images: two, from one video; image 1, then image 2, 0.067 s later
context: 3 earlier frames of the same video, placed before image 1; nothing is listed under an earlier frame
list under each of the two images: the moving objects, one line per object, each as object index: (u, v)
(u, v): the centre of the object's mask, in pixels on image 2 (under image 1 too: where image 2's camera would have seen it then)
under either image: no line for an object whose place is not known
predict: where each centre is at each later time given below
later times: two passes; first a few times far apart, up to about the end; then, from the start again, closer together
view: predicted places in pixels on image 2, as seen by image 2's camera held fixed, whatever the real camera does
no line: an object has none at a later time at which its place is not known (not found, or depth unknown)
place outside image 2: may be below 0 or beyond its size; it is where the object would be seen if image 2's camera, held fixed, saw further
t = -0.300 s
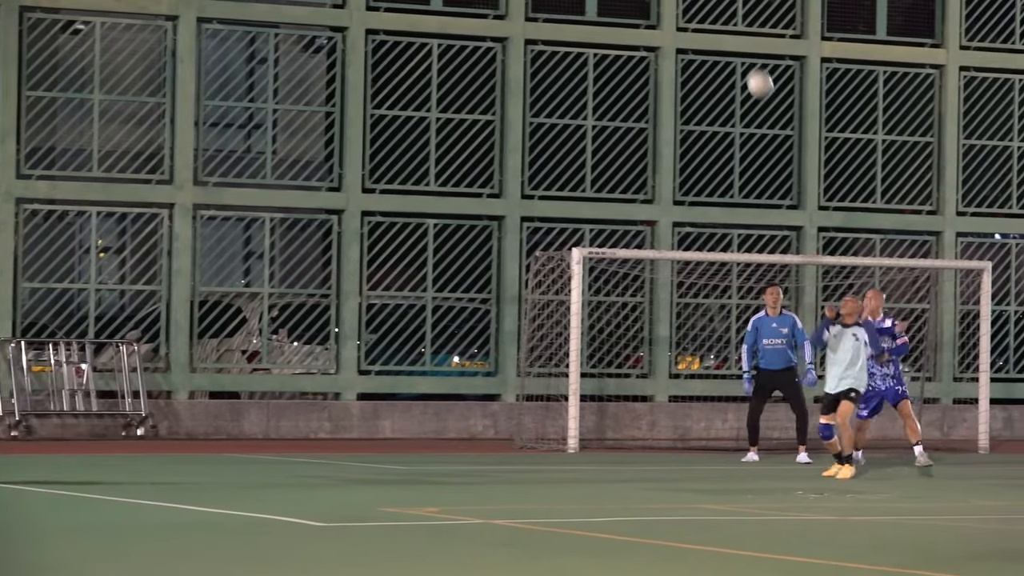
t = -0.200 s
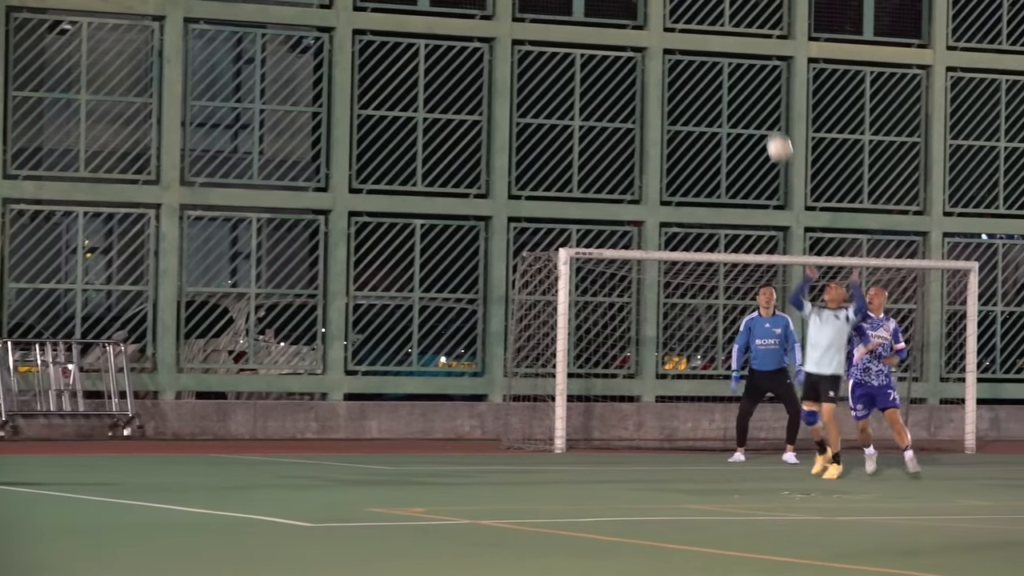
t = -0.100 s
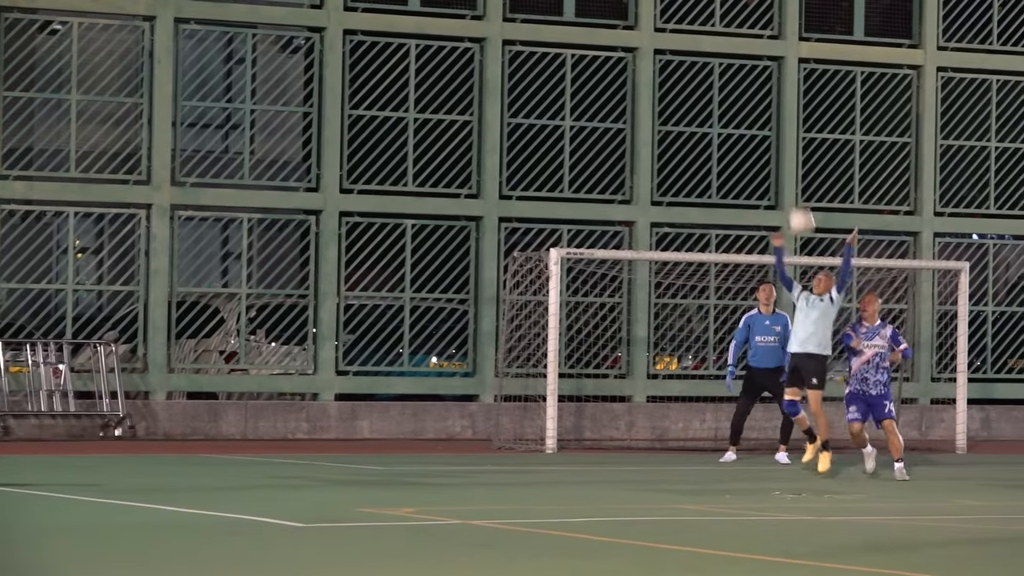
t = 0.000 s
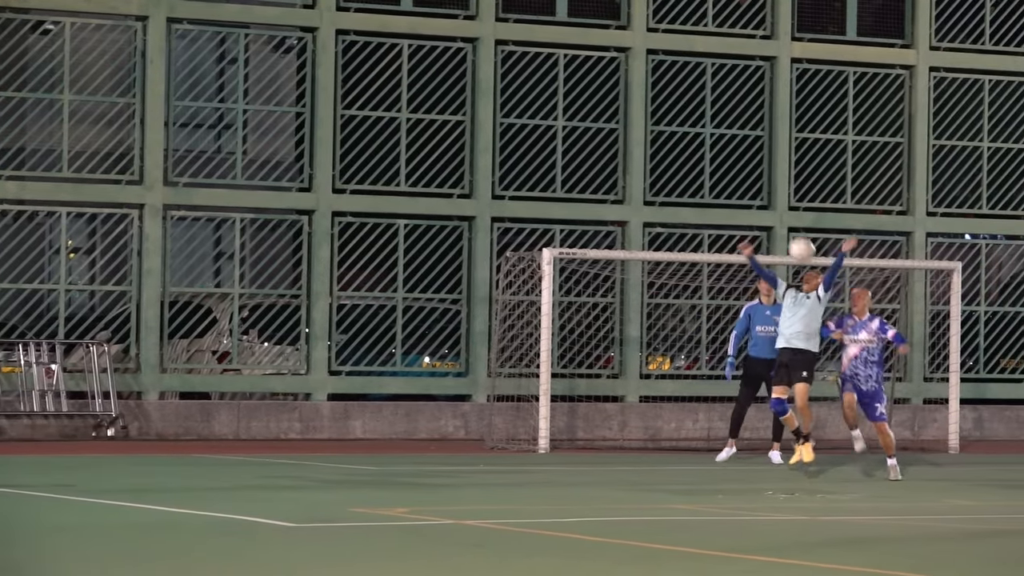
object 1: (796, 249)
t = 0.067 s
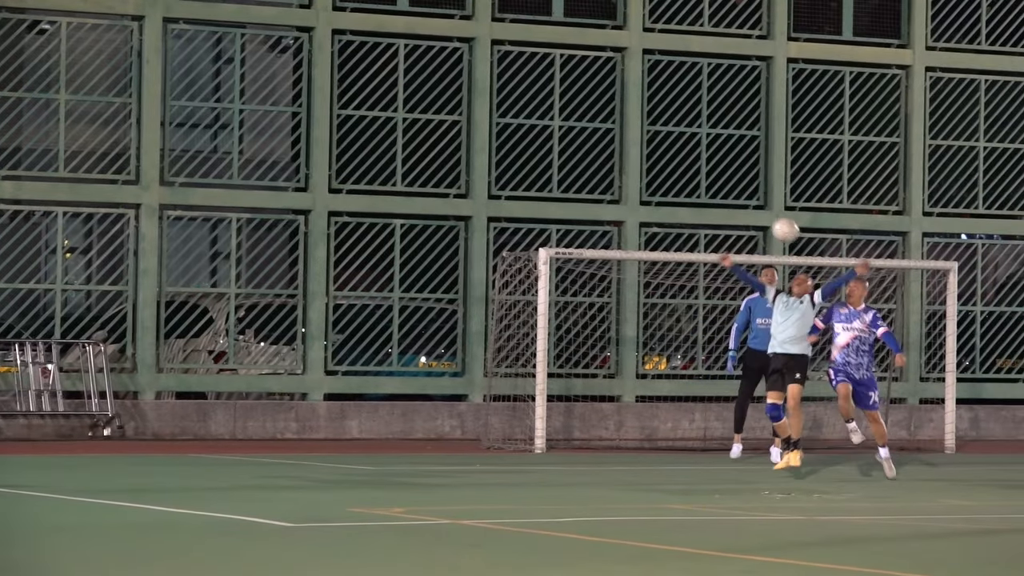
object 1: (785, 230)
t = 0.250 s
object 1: (748, 201)
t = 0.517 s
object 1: (688, 237)
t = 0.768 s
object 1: (627, 363)
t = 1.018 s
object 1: (565, 436)
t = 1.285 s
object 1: (512, 330)
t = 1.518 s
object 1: (462, 326)
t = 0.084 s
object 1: (782, 225)
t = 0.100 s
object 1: (779, 222)
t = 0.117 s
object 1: (775, 218)
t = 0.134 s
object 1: (772, 215)
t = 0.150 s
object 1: (768, 212)
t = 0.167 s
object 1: (765, 210)
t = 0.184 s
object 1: (762, 207)
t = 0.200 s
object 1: (758, 205)
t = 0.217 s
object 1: (755, 203)
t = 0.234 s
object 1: (751, 202)
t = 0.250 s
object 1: (748, 201)
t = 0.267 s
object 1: (744, 201)
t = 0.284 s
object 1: (741, 201)
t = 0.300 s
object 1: (738, 202)
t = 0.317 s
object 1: (734, 202)
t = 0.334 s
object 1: (731, 203)
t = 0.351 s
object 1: (727, 204)
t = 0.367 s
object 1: (723, 206)
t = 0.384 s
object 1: (720, 207)
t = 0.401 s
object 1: (716, 210)
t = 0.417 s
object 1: (712, 213)
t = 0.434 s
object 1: (708, 216)
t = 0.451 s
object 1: (705, 219)
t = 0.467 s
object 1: (701, 223)
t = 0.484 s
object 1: (696, 227)
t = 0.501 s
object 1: (692, 232)
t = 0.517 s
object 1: (688, 237)
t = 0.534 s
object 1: (684, 242)
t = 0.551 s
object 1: (680, 247)
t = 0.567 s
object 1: (676, 255)
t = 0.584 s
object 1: (672, 262)
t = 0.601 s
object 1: (668, 270)
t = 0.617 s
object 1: (664, 276)
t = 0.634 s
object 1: (660, 284)
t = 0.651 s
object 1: (658, 293)
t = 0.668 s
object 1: (654, 301)
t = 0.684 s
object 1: (649, 311)
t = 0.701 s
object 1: (644, 320)
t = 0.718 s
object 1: (641, 330)
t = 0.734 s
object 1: (636, 340)
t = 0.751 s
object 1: (630, 351)
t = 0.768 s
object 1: (627, 363)
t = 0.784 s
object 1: (622, 375)
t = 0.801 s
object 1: (617, 388)
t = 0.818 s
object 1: (613, 400)
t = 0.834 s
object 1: (608, 414)
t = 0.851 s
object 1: (603, 429)
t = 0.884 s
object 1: (593, 457)
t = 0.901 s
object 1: (589, 473)
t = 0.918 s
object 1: (584, 488)
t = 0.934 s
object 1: (580, 488)
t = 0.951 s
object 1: (577, 476)
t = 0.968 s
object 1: (575, 465)
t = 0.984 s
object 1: (572, 455)
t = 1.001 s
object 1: (569, 445)
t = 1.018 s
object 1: (565, 436)
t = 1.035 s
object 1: (558, 424)
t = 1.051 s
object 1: (556, 415)
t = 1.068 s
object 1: (559, 408)
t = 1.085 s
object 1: (556, 400)
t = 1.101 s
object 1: (552, 392)
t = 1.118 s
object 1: (549, 385)
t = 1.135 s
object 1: (543, 377)
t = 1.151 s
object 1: (539, 370)
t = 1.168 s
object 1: (534, 363)
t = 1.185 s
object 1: (529, 357)
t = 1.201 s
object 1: (527, 352)
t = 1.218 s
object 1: (525, 347)
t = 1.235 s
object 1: (522, 341)
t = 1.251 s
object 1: (518, 337)
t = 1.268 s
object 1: (515, 333)
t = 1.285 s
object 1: (512, 330)
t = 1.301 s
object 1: (509, 327)
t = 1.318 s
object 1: (505, 324)
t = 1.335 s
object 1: (501, 322)
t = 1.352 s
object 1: (498, 320)
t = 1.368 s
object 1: (496, 319)
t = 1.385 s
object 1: (493, 318)
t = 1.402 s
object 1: (490, 317)
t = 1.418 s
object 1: (486, 318)
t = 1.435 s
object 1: (482, 318)
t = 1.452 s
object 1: (479, 319)
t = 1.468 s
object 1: (475, 320)
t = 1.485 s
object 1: (471, 322)
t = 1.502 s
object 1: (465, 324)
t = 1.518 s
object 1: (462, 326)
